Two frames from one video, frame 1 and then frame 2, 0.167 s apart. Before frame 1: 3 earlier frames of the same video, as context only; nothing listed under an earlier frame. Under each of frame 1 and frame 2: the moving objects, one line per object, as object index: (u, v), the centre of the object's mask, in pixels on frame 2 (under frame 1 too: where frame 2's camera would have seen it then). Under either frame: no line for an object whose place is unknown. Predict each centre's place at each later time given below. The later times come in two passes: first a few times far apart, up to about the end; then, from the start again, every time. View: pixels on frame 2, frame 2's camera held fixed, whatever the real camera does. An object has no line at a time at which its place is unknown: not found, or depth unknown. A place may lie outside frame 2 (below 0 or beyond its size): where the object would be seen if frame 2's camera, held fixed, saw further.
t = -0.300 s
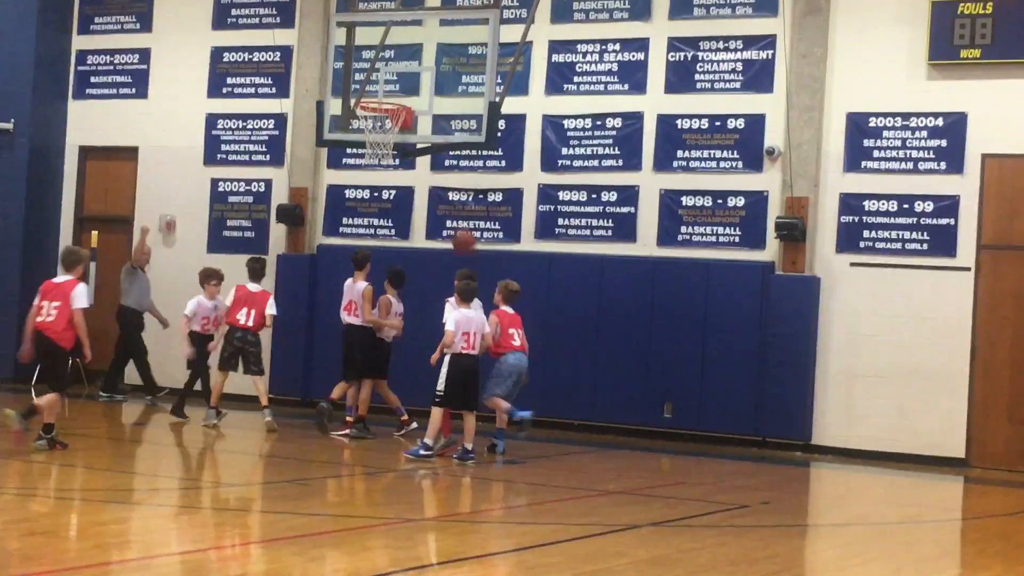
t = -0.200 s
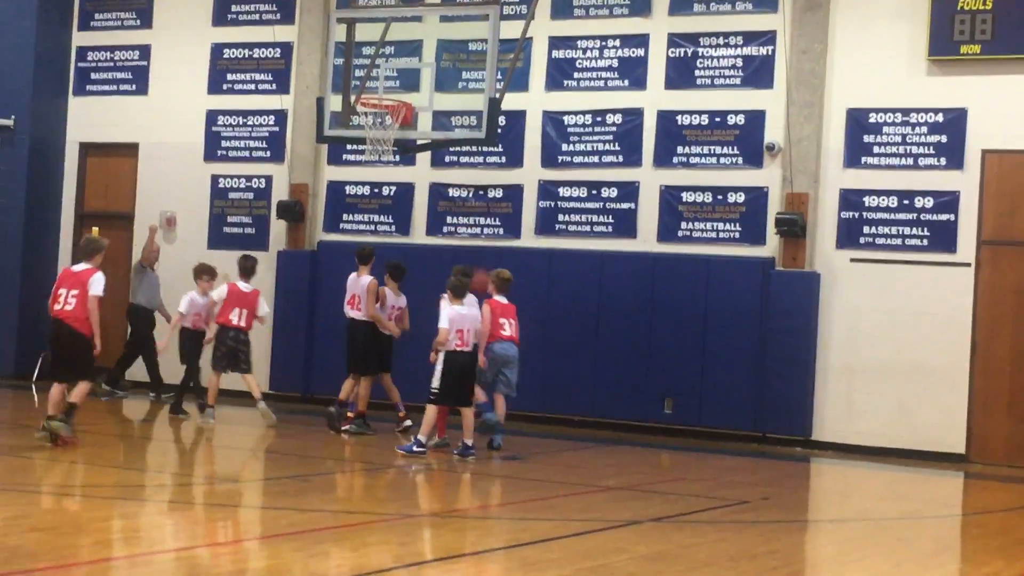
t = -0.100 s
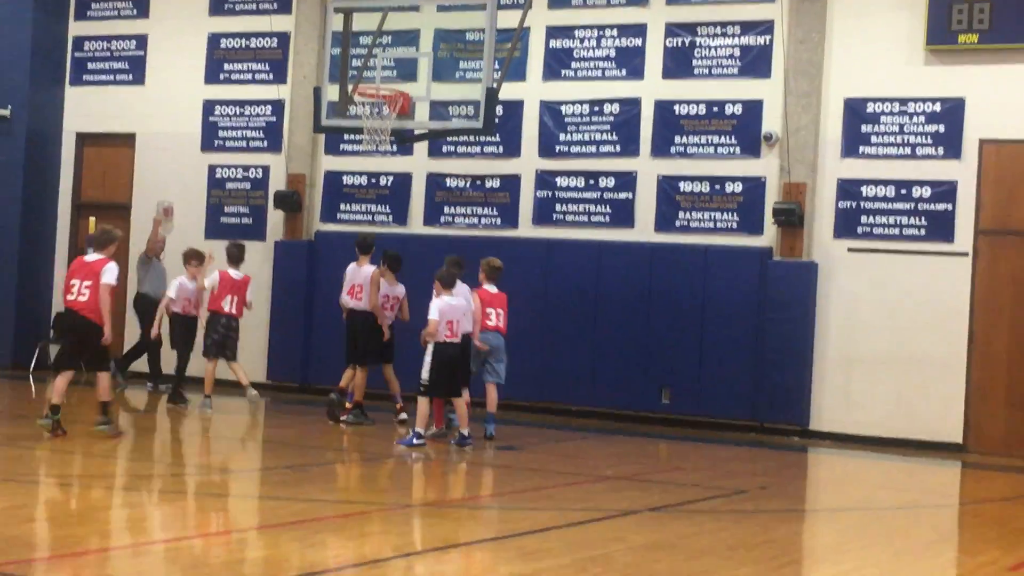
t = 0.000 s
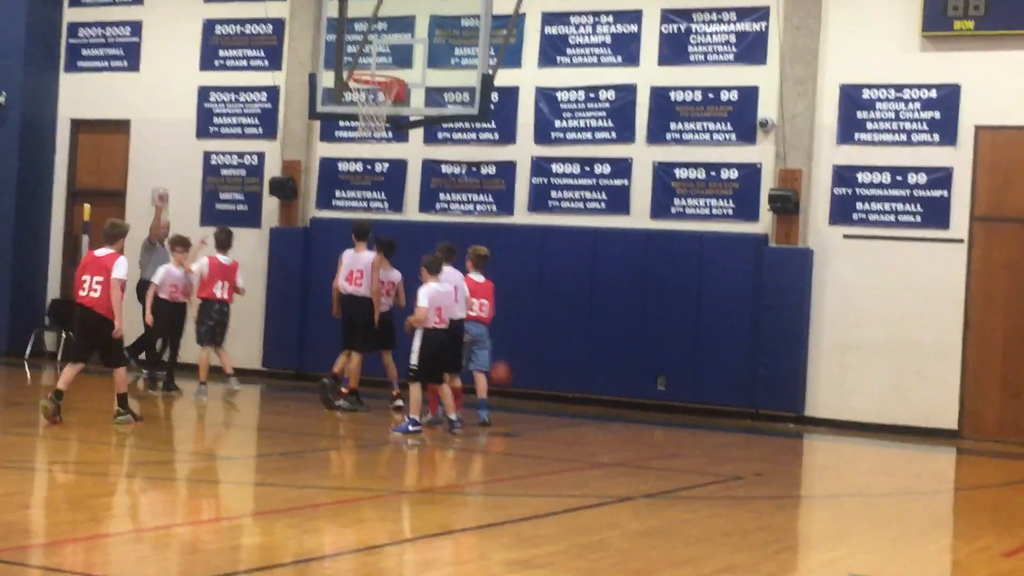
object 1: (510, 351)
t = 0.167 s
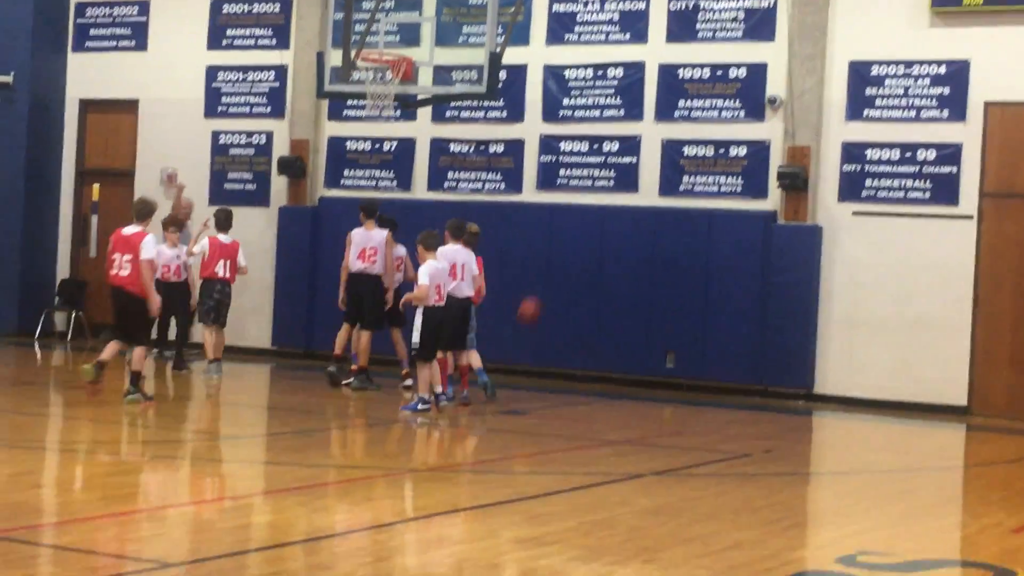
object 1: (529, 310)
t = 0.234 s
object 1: (537, 285)
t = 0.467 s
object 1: (560, 231)
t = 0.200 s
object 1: (533, 297)
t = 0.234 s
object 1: (537, 285)
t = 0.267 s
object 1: (540, 275)
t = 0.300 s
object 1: (544, 264)
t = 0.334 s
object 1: (547, 255)
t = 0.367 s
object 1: (551, 248)
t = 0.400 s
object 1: (554, 240)
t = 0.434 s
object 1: (557, 235)
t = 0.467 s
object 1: (560, 231)
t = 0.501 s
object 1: (563, 227)
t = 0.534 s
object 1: (565, 226)
